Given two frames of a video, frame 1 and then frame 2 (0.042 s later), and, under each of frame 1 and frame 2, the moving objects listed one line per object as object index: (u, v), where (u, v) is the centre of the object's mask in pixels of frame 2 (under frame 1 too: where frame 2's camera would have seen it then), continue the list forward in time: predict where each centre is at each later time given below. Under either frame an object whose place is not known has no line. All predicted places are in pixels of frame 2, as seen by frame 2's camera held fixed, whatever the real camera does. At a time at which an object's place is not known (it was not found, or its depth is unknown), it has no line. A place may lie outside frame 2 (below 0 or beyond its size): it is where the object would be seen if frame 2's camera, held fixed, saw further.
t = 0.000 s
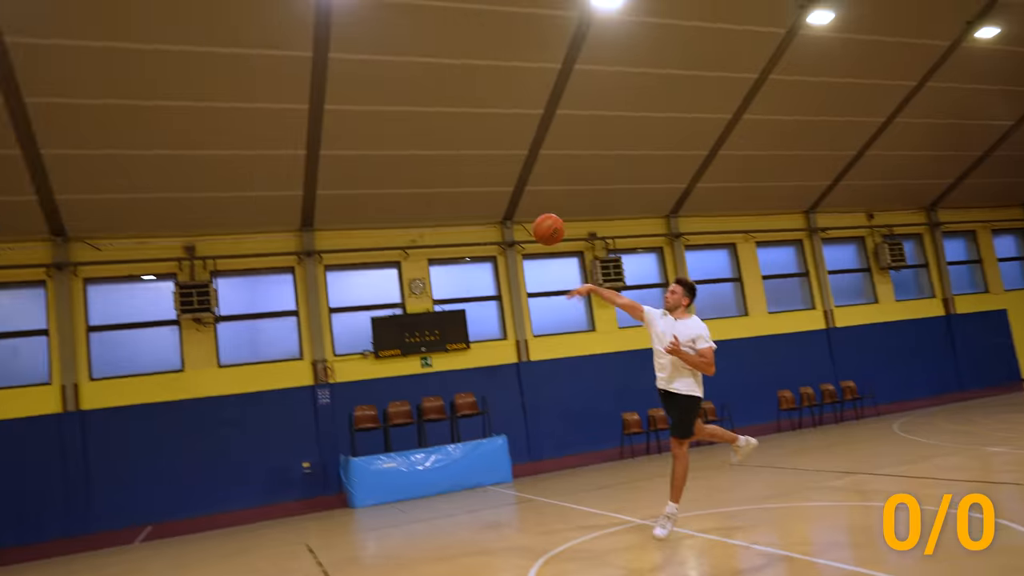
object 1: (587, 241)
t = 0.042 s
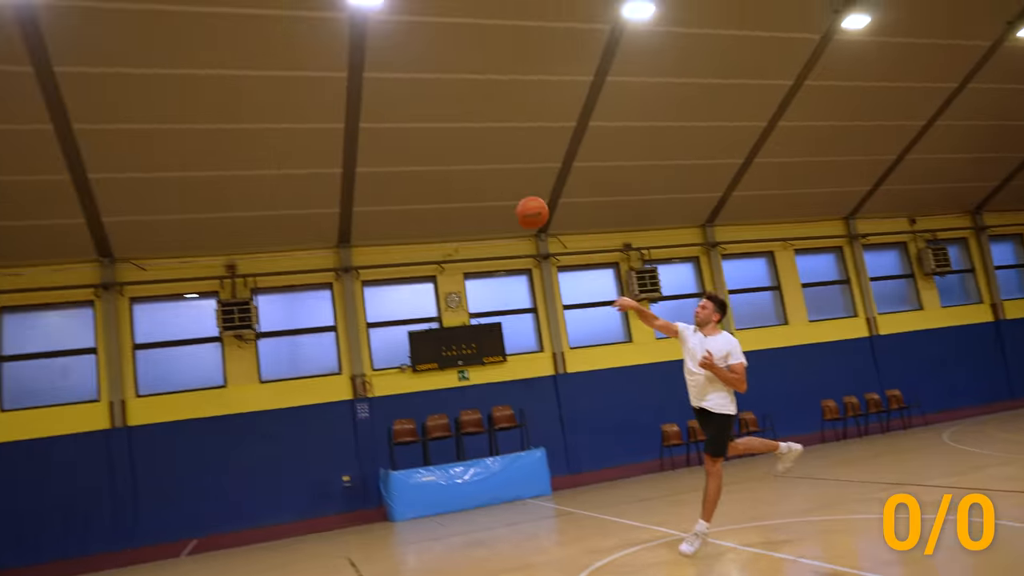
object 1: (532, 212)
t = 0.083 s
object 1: (477, 185)
